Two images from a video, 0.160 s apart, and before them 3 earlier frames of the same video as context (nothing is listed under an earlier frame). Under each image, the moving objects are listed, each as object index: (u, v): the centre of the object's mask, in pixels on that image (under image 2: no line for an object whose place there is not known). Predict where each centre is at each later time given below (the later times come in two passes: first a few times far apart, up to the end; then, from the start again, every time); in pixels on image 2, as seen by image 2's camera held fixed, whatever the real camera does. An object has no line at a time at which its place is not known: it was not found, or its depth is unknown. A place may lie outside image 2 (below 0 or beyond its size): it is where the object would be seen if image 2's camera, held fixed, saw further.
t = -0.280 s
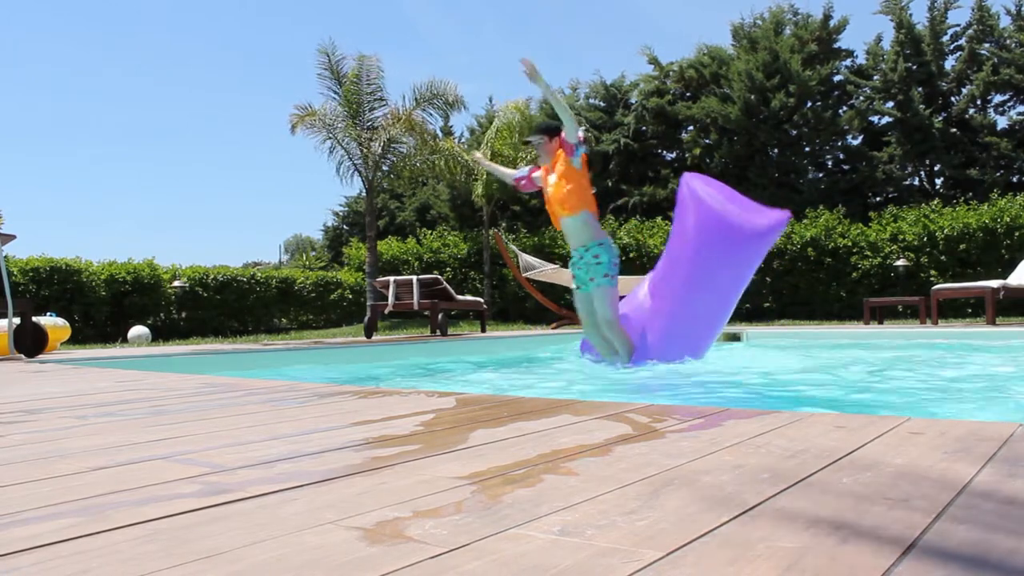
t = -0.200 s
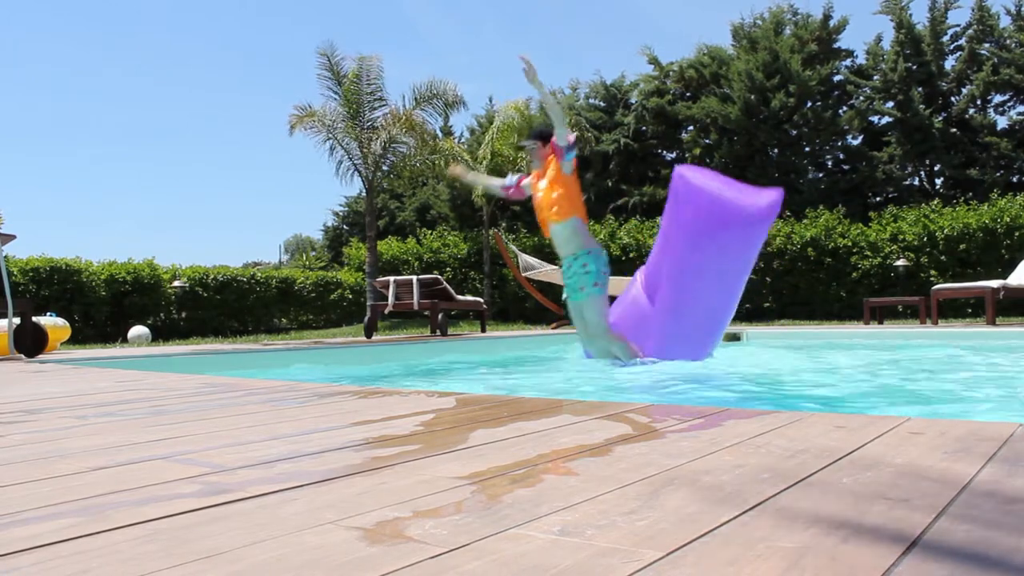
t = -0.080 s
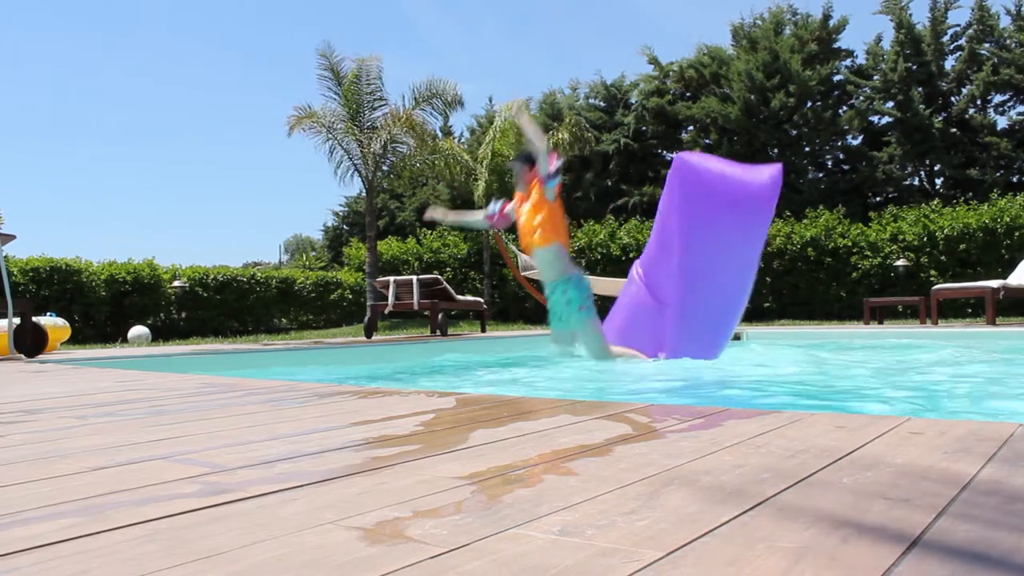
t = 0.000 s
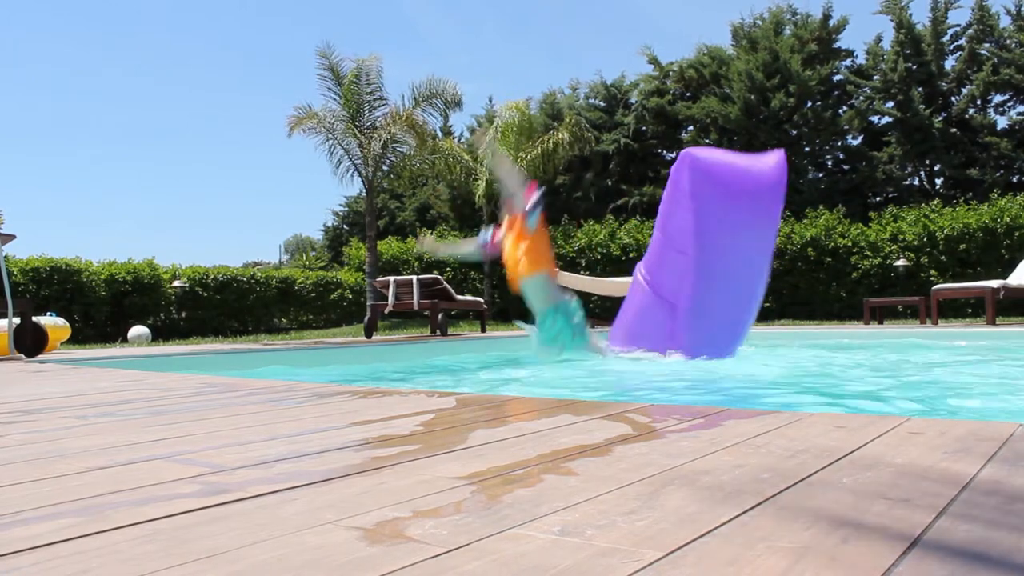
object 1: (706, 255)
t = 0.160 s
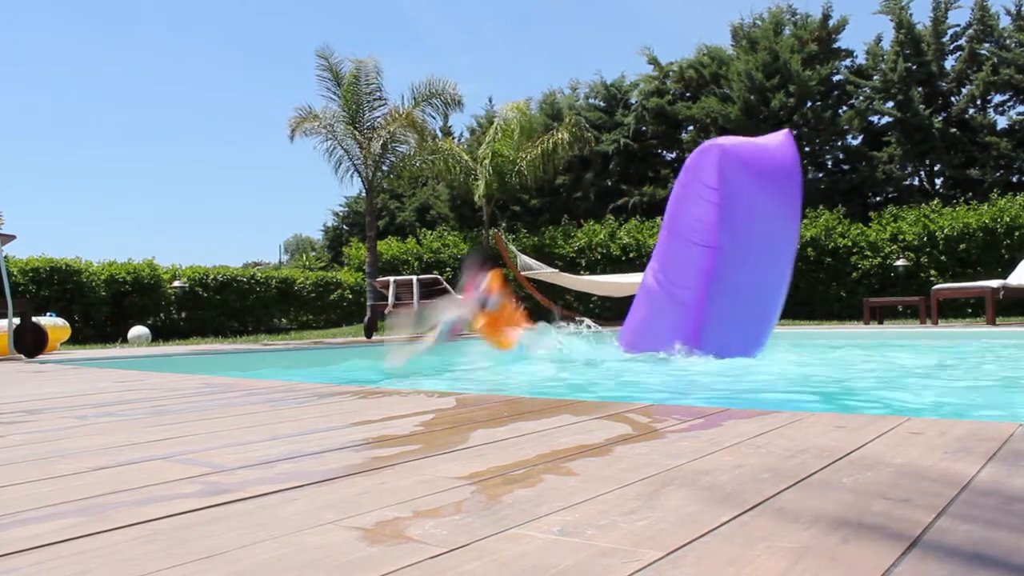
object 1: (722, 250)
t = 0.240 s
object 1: (730, 250)
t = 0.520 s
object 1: (764, 255)
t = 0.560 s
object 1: (770, 257)
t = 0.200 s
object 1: (725, 250)
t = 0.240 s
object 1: (730, 250)
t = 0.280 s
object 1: (734, 250)
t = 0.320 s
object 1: (738, 250)
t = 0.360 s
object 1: (743, 250)
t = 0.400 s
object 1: (748, 251)
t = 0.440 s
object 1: (753, 252)
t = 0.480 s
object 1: (758, 253)
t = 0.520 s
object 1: (764, 255)
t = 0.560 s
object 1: (770, 257)
